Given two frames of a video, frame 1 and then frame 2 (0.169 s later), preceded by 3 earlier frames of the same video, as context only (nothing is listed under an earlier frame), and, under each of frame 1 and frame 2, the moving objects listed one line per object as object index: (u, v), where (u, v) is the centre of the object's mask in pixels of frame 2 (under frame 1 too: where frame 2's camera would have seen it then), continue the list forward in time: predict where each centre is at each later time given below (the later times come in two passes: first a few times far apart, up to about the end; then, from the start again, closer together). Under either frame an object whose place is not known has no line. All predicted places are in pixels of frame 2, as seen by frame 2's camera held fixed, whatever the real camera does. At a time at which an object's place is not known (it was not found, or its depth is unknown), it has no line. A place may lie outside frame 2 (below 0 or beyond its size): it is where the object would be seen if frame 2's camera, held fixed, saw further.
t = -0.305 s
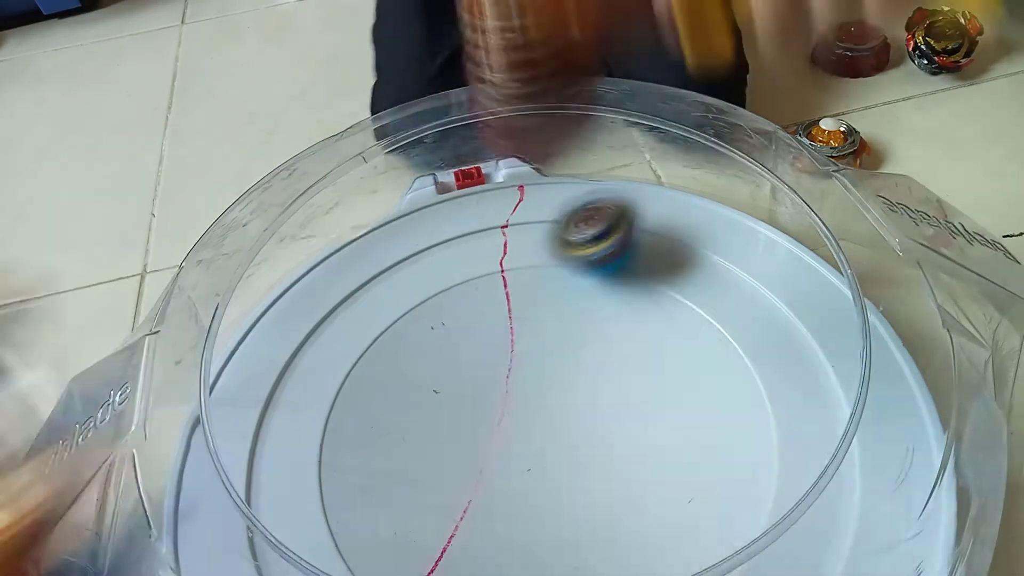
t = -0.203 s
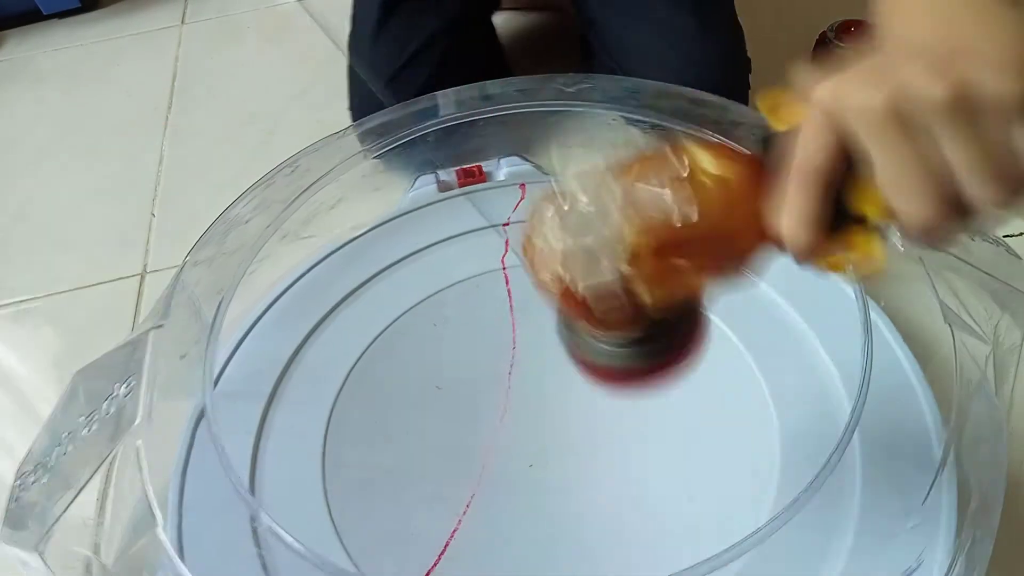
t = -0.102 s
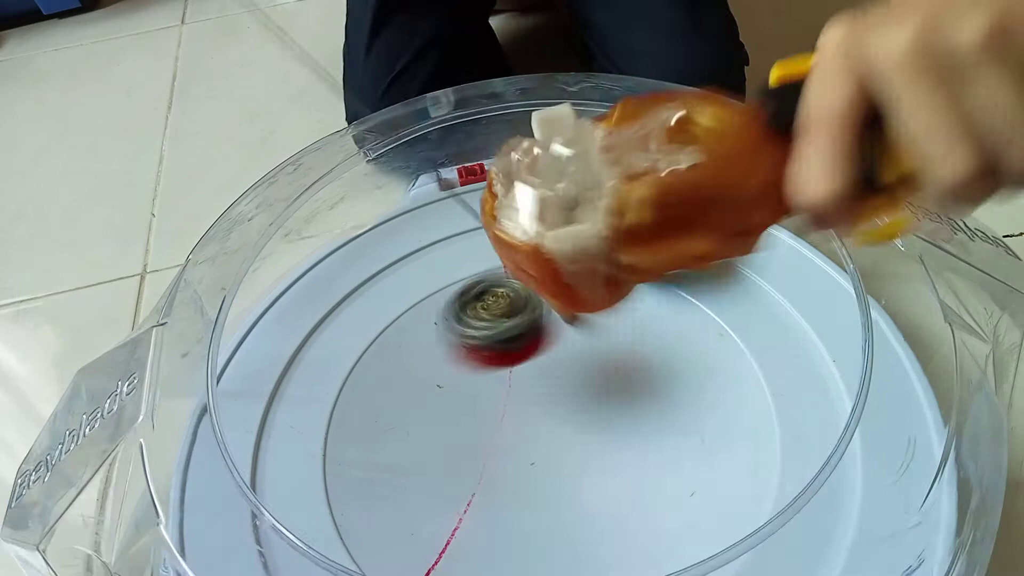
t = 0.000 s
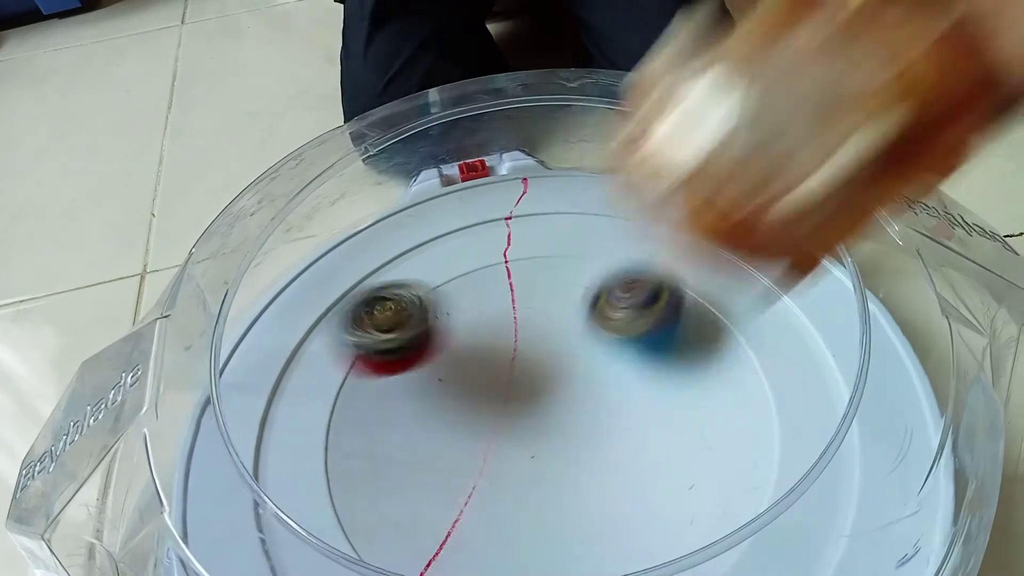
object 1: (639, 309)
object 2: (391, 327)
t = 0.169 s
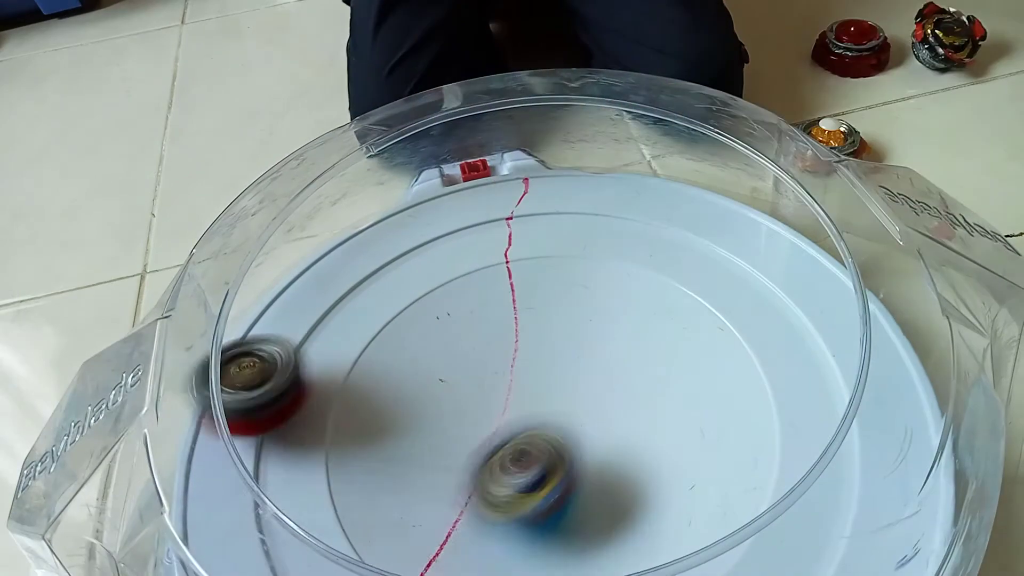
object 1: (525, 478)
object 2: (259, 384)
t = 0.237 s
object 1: (475, 526)
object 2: (215, 417)
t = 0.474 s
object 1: (424, 550)
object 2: (141, 473)
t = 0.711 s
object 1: (527, 525)
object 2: (116, 527)
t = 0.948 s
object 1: (617, 380)
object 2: (116, 525)
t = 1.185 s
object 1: (504, 349)
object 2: (120, 515)
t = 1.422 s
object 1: (384, 462)
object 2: (117, 521)
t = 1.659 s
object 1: (528, 557)
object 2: (117, 525)
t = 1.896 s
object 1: (712, 351)
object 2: (116, 527)
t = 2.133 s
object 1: (500, 193)
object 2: (116, 529)
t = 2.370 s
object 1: (295, 272)
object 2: (119, 530)
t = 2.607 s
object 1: (318, 497)
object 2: (119, 530)
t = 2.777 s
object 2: (116, 528)
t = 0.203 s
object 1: (499, 506)
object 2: (233, 399)
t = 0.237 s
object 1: (475, 526)
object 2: (215, 417)
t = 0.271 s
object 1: (454, 535)
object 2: (200, 427)
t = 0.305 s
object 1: (440, 542)
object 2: (178, 437)
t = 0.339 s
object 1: (430, 546)
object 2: (169, 442)
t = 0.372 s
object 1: (425, 547)
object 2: (164, 451)
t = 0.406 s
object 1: (423, 549)
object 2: (160, 459)
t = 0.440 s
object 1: (423, 550)
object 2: (153, 466)
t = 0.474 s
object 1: (424, 550)
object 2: (141, 473)
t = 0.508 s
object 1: (428, 550)
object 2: (126, 480)
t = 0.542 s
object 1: (436, 549)
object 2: (98, 488)
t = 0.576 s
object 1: (447, 547)
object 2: (103, 503)
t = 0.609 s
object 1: (462, 545)
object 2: (115, 524)
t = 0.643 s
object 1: (481, 542)
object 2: (111, 521)
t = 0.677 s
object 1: (503, 534)
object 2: (113, 523)
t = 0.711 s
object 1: (527, 525)
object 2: (116, 527)
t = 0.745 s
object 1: (550, 505)
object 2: (116, 528)
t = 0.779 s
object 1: (572, 486)
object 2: (115, 528)
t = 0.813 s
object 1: (592, 462)
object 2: (115, 528)
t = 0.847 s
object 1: (607, 441)
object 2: (115, 527)
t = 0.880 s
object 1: (616, 418)
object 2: (115, 526)
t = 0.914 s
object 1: (619, 397)
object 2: (115, 526)
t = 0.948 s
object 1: (617, 380)
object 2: (116, 525)
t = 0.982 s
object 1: (608, 367)
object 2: (116, 523)
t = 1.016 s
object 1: (597, 356)
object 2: (116, 522)
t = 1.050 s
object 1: (582, 348)
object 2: (116, 520)
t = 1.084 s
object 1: (568, 346)
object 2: (116, 517)
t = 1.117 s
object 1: (545, 338)
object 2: (119, 517)
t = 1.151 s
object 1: (523, 338)
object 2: (120, 516)
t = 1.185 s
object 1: (504, 349)
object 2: (120, 515)
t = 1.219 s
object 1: (482, 361)
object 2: (121, 515)
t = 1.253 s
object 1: (459, 369)
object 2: (120, 516)
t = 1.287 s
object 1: (439, 388)
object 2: (119, 517)
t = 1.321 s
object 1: (421, 399)
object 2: (118, 518)
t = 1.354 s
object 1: (405, 423)
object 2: (118, 519)
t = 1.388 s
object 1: (393, 439)
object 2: (122, 516)
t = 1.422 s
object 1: (384, 462)
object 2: (117, 521)
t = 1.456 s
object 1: (381, 485)
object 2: (117, 522)
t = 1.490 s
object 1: (383, 508)
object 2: (117, 523)
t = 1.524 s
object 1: (396, 527)
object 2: (119, 523)
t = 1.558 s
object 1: (417, 543)
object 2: (118, 524)
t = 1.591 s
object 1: (444, 553)
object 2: (118, 524)
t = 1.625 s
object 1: (486, 557)
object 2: (117, 525)
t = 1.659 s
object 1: (528, 557)
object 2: (117, 525)
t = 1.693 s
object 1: (577, 551)
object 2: (117, 525)
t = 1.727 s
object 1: (625, 538)
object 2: (117, 526)
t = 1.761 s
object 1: (668, 512)
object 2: (117, 526)
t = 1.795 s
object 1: (699, 474)
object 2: (117, 526)
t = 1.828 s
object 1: (713, 431)
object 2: (116, 527)
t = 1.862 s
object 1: (718, 390)
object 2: (116, 527)
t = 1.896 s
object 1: (712, 351)
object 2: (116, 527)
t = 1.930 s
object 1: (695, 315)
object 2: (116, 528)
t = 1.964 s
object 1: (671, 281)
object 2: (116, 528)
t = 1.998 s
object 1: (642, 256)
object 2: (116, 528)
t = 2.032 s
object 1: (610, 234)
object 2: (116, 528)
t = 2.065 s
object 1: (574, 220)
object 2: (116, 529)
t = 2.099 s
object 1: (536, 206)
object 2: (116, 529)
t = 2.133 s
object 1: (500, 193)
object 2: (116, 529)
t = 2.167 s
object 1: (463, 182)
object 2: (116, 530)
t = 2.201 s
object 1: (432, 193)
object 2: (116, 531)
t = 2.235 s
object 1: (401, 202)
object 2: (116, 531)
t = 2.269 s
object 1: (371, 215)
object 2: (116, 531)
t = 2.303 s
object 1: (346, 231)
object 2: (116, 531)
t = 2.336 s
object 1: (320, 248)
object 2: (119, 530)
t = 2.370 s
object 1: (295, 272)
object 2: (119, 530)
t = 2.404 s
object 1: (276, 296)
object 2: (119, 530)
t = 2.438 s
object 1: (267, 322)
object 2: (119, 530)
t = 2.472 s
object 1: (267, 352)
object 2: (124, 527)
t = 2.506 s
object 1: (276, 390)
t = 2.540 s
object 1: (285, 421)
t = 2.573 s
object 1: (299, 456)
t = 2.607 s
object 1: (318, 497)
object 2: (119, 530)
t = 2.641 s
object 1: (334, 528)
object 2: (116, 529)
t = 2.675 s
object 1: (381, 543)
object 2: (116, 529)
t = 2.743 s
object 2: (117, 528)
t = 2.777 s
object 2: (116, 528)
